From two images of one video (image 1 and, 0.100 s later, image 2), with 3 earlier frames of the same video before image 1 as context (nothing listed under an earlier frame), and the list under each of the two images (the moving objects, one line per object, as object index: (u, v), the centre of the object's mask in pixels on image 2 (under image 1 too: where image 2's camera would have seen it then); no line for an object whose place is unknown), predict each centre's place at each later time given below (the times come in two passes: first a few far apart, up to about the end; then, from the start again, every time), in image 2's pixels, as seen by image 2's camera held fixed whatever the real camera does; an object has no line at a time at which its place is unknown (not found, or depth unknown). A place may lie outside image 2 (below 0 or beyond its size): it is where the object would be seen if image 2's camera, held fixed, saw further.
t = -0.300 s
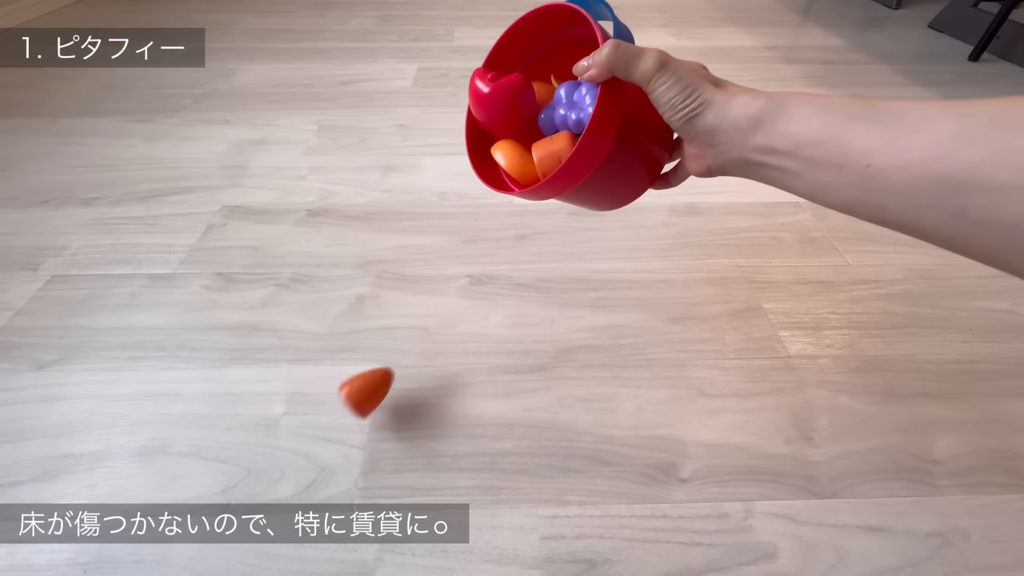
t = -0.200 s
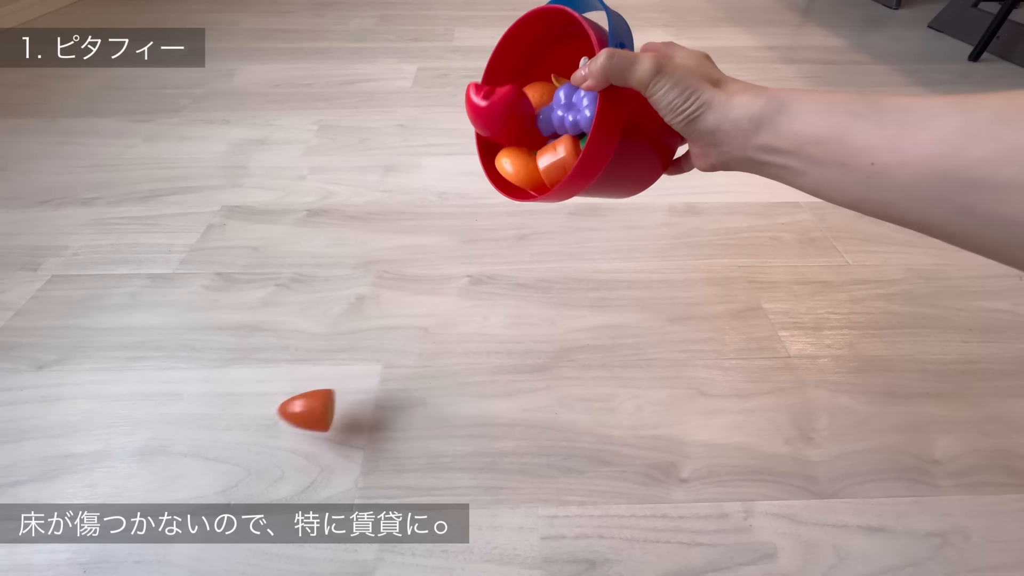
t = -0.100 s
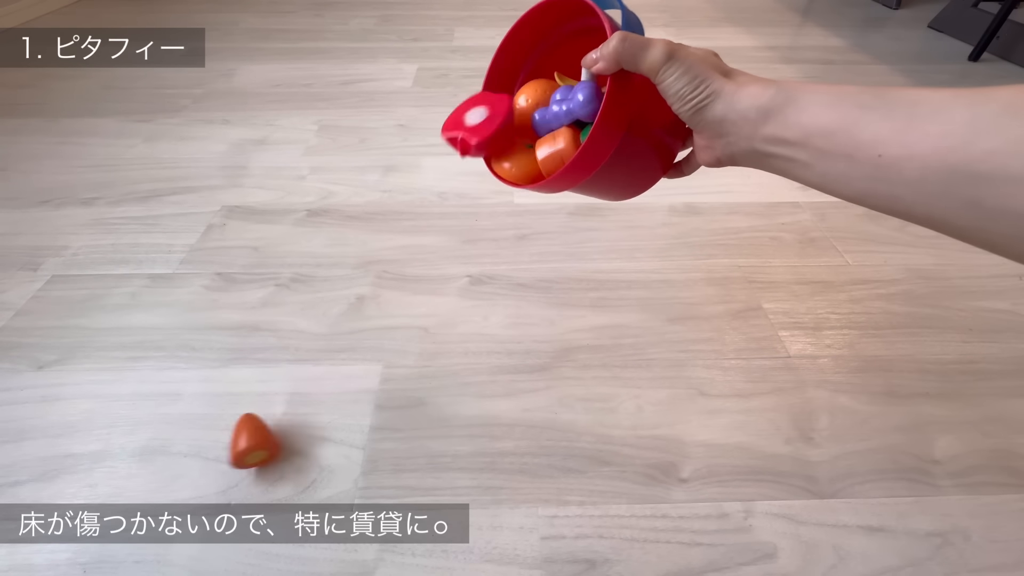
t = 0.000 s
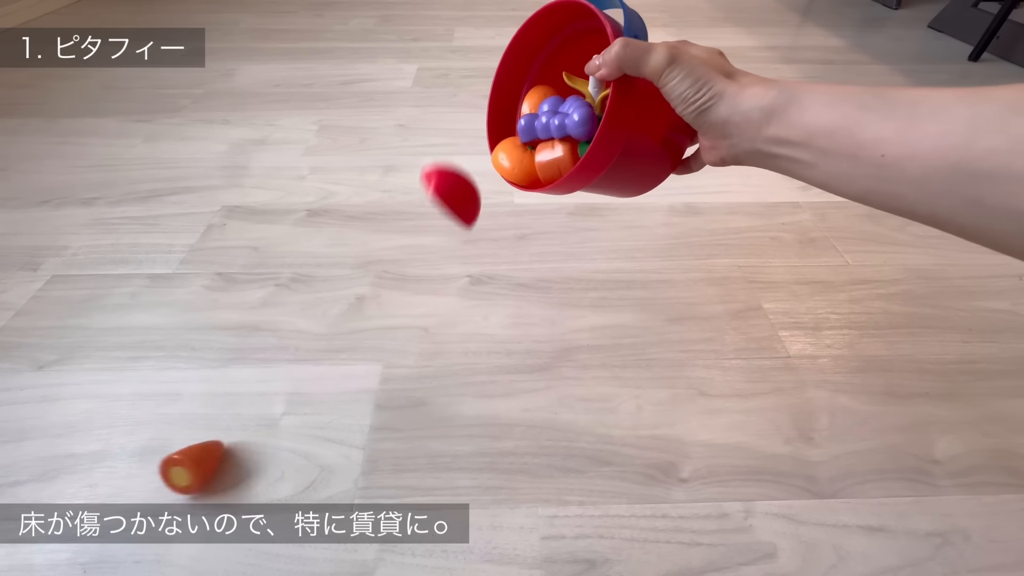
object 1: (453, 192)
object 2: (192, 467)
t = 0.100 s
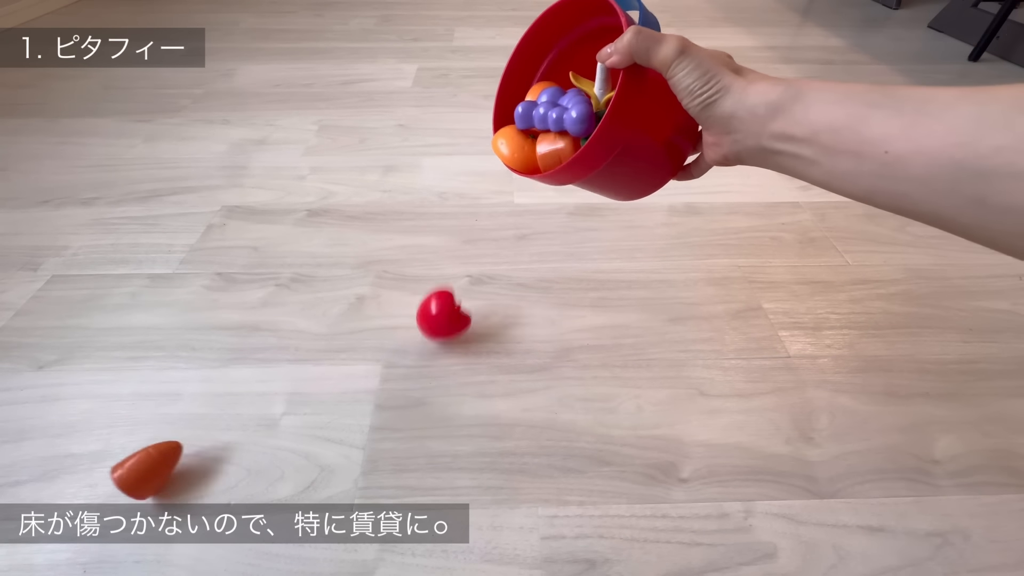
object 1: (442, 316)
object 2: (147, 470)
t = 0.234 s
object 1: (433, 303)
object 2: (121, 462)
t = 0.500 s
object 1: (451, 356)
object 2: (141, 413)
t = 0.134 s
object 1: (438, 306)
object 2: (136, 470)
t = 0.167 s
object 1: (435, 298)
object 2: (131, 470)
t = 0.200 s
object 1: (433, 297)
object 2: (126, 466)
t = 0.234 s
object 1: (433, 303)
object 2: (121, 462)
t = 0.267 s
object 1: (434, 317)
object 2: (115, 456)
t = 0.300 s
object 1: (436, 325)
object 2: (110, 448)
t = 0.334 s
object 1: (438, 323)
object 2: (110, 442)
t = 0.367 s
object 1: (442, 328)
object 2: (115, 437)
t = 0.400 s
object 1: (446, 339)
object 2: (121, 431)
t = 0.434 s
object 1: (447, 342)
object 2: (126, 424)
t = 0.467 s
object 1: (449, 350)
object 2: (133, 417)
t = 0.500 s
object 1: (451, 356)
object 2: (141, 413)
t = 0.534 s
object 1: (452, 362)
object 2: (148, 412)
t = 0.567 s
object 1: (454, 367)
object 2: (154, 411)
